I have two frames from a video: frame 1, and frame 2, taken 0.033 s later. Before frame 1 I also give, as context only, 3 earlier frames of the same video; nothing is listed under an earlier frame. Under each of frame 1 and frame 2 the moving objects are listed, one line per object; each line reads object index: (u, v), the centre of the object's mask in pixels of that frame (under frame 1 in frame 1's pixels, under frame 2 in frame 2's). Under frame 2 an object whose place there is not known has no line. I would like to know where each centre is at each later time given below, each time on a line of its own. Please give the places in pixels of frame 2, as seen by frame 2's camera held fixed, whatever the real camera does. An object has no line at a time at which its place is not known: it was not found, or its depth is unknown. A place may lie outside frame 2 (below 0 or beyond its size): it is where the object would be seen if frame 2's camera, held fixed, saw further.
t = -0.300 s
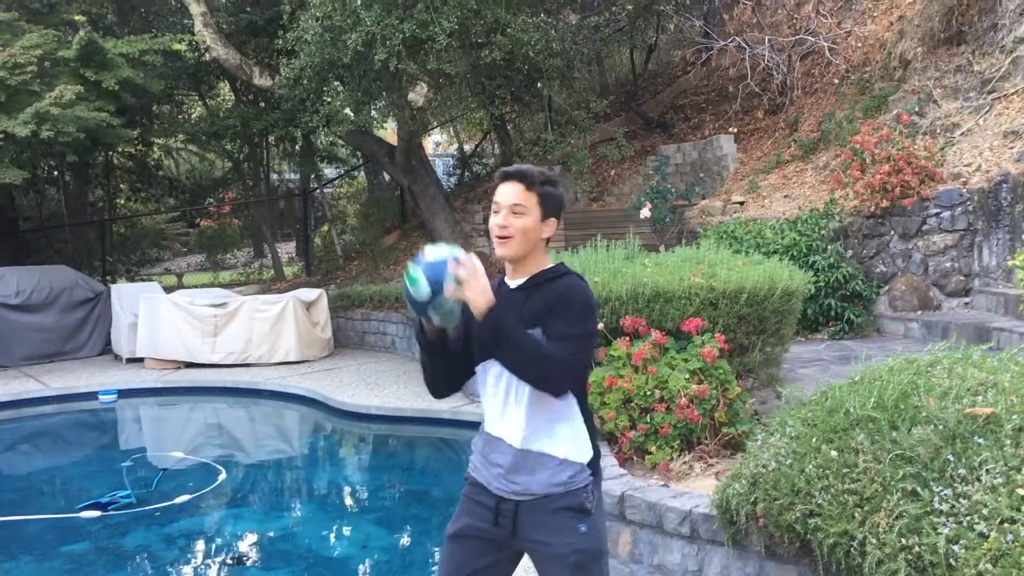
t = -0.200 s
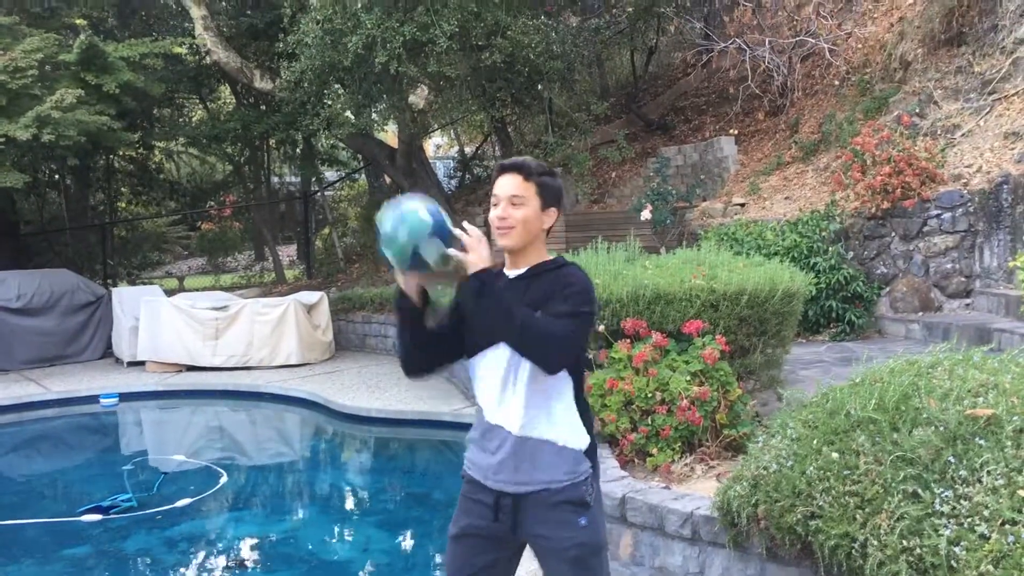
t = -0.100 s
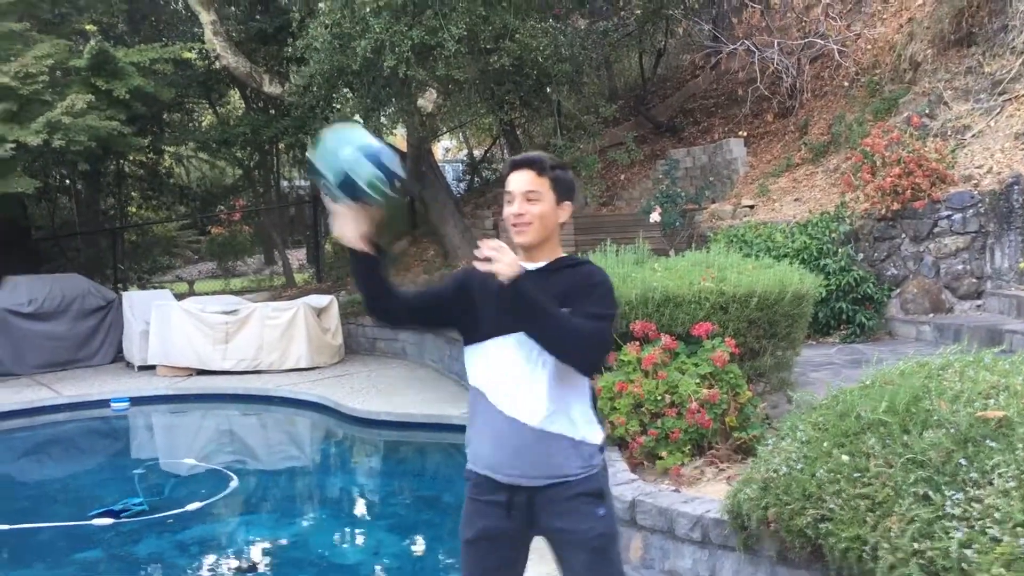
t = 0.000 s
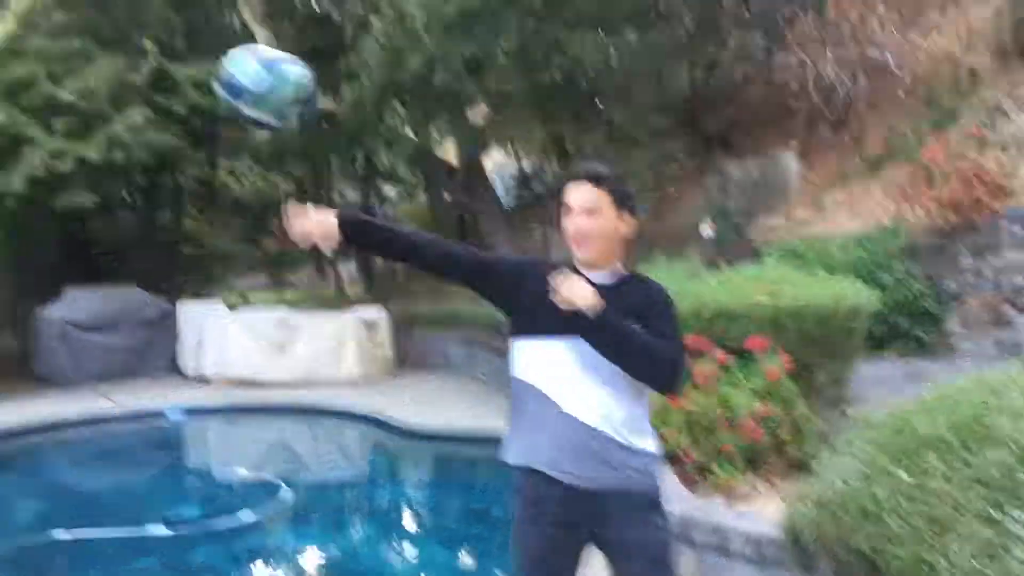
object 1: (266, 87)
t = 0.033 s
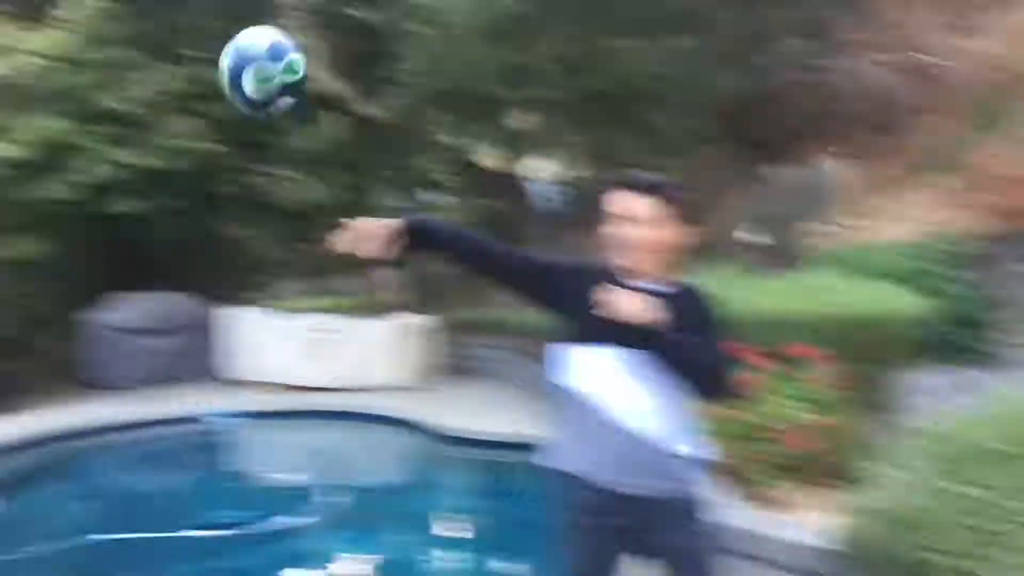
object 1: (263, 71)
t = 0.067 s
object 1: (226, 49)
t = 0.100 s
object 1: (179, 30)
